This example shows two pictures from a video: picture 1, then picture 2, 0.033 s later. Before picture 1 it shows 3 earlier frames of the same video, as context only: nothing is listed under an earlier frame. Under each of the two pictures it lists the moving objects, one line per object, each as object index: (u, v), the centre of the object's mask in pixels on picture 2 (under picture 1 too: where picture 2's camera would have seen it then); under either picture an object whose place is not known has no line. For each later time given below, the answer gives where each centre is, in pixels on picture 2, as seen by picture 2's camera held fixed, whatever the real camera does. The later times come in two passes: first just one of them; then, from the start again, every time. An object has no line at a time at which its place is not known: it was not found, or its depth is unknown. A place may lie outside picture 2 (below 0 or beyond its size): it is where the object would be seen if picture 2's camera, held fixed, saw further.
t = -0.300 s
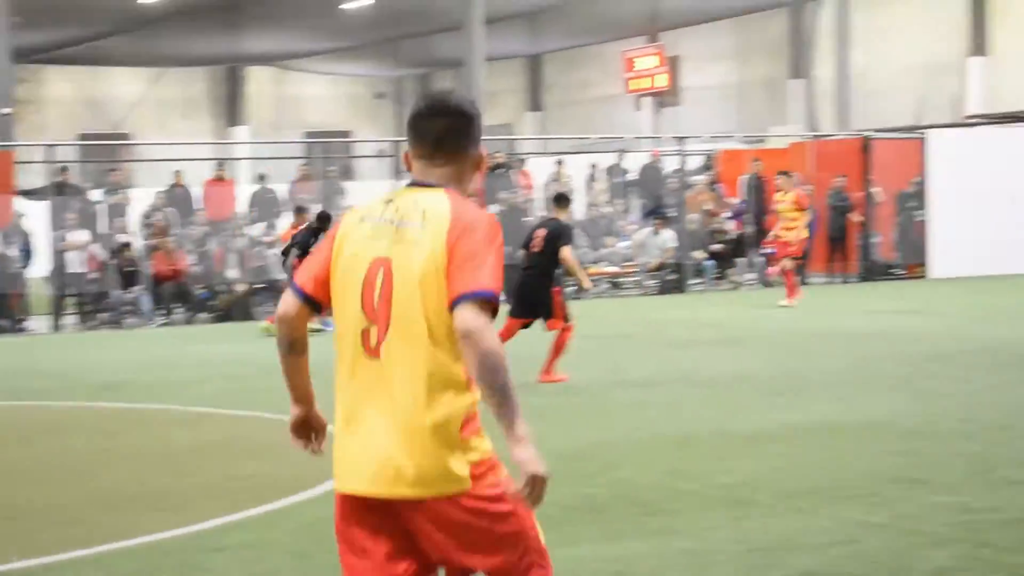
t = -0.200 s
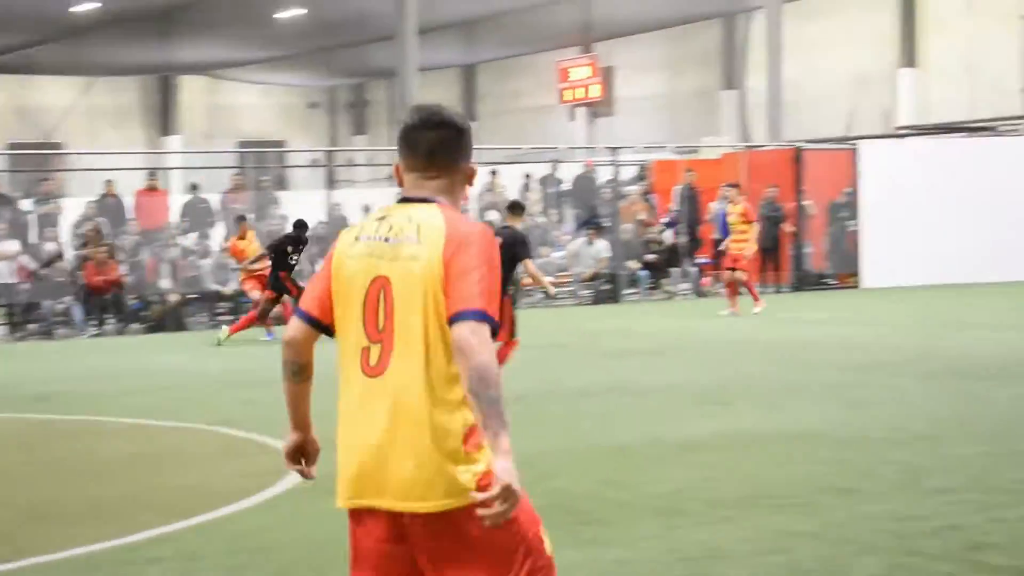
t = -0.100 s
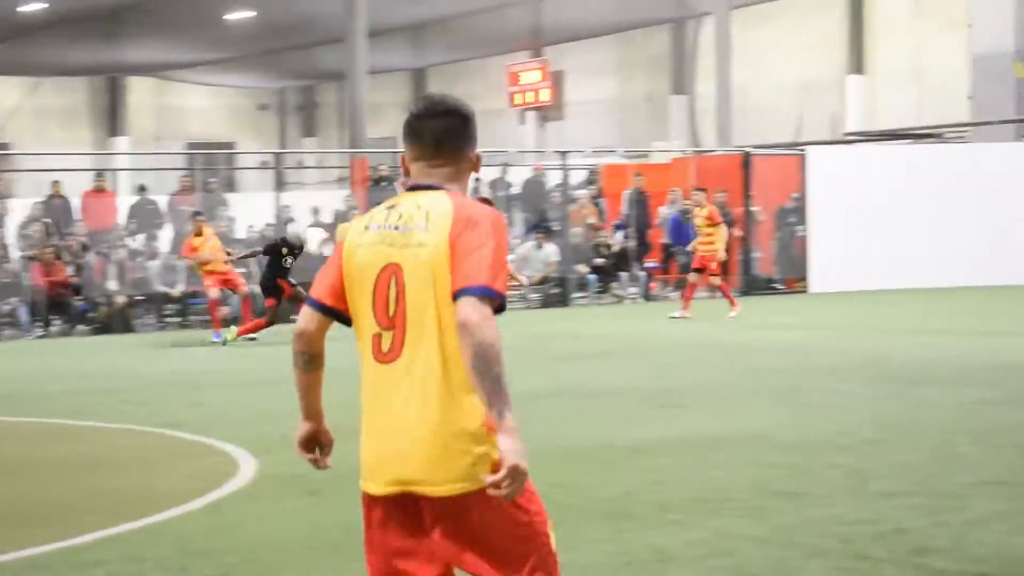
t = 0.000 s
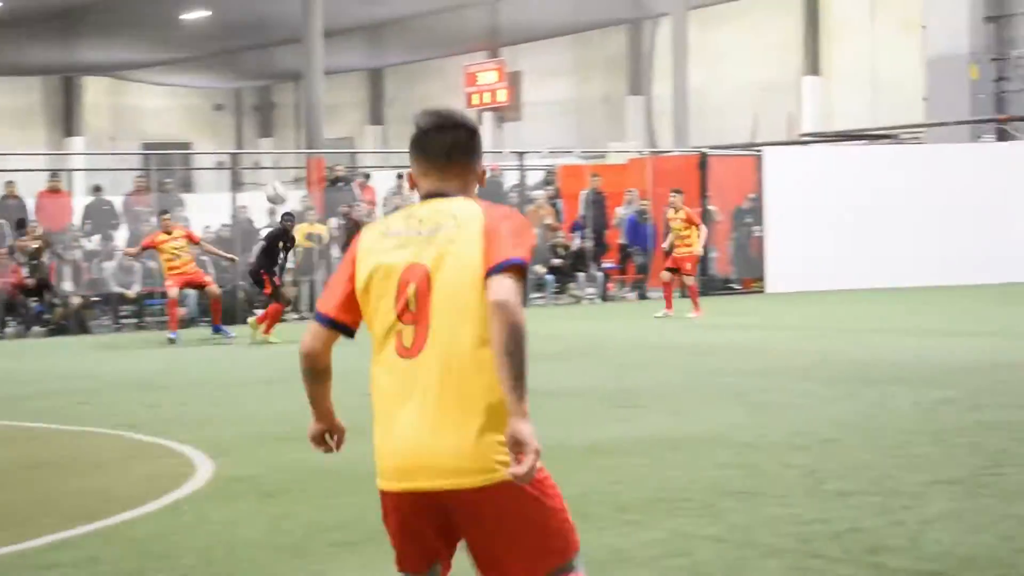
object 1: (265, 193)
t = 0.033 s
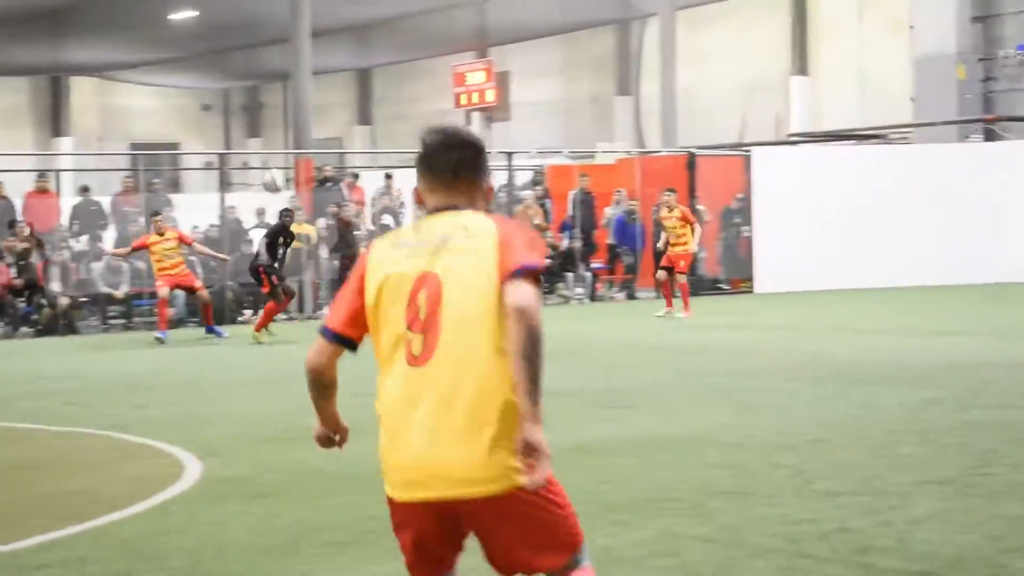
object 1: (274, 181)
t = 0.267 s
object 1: (330, 110)
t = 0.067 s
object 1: (281, 169)
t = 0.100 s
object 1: (285, 164)
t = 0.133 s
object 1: (294, 150)
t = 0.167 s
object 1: (302, 139)
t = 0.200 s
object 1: (311, 128)
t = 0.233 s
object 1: (320, 118)
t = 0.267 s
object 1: (330, 110)
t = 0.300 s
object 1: (339, 100)
